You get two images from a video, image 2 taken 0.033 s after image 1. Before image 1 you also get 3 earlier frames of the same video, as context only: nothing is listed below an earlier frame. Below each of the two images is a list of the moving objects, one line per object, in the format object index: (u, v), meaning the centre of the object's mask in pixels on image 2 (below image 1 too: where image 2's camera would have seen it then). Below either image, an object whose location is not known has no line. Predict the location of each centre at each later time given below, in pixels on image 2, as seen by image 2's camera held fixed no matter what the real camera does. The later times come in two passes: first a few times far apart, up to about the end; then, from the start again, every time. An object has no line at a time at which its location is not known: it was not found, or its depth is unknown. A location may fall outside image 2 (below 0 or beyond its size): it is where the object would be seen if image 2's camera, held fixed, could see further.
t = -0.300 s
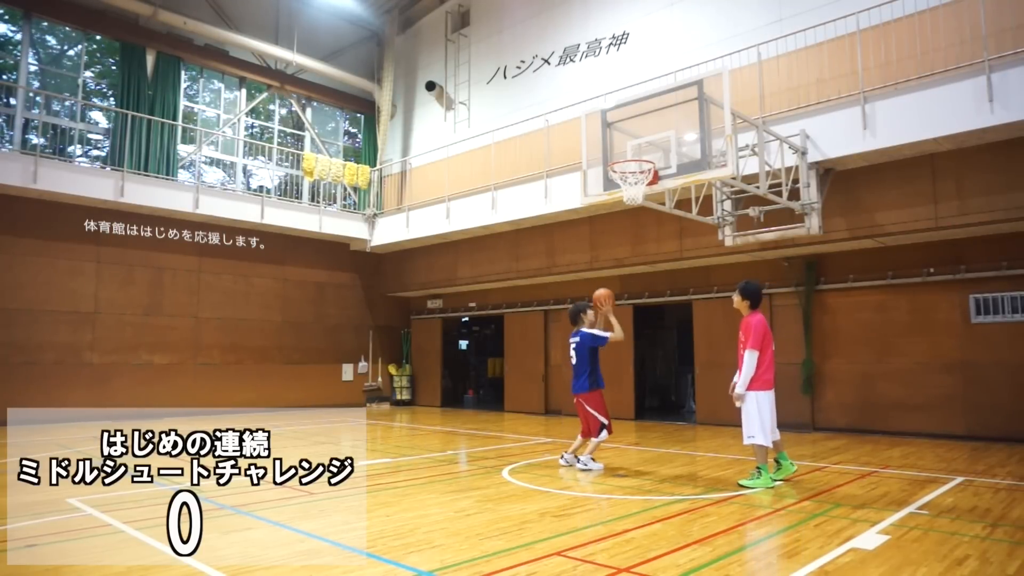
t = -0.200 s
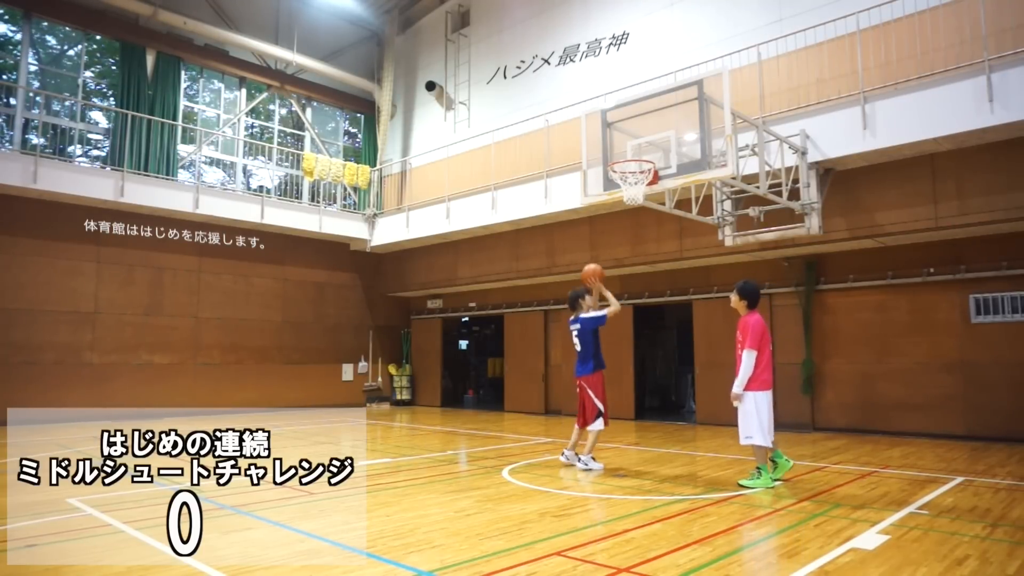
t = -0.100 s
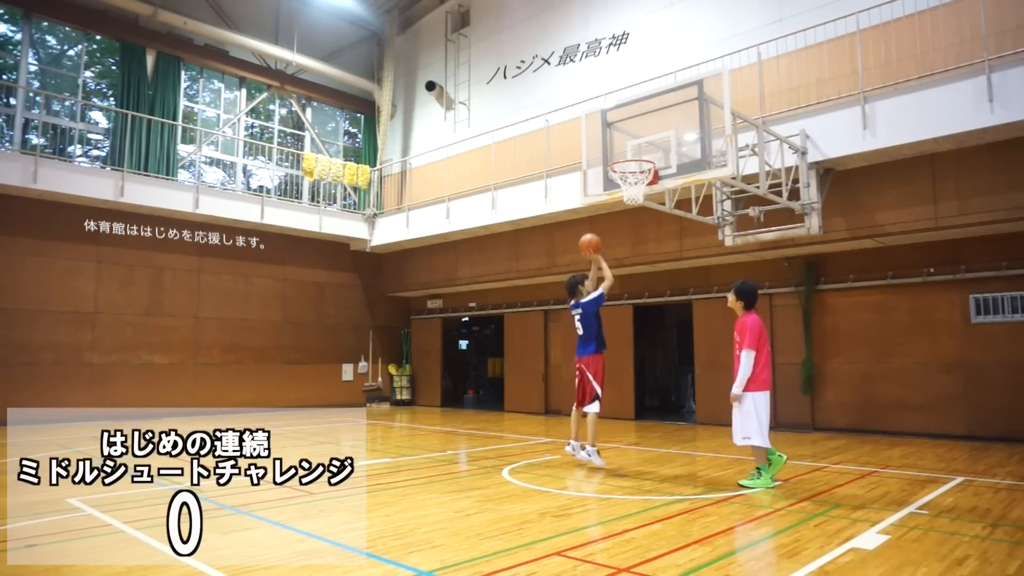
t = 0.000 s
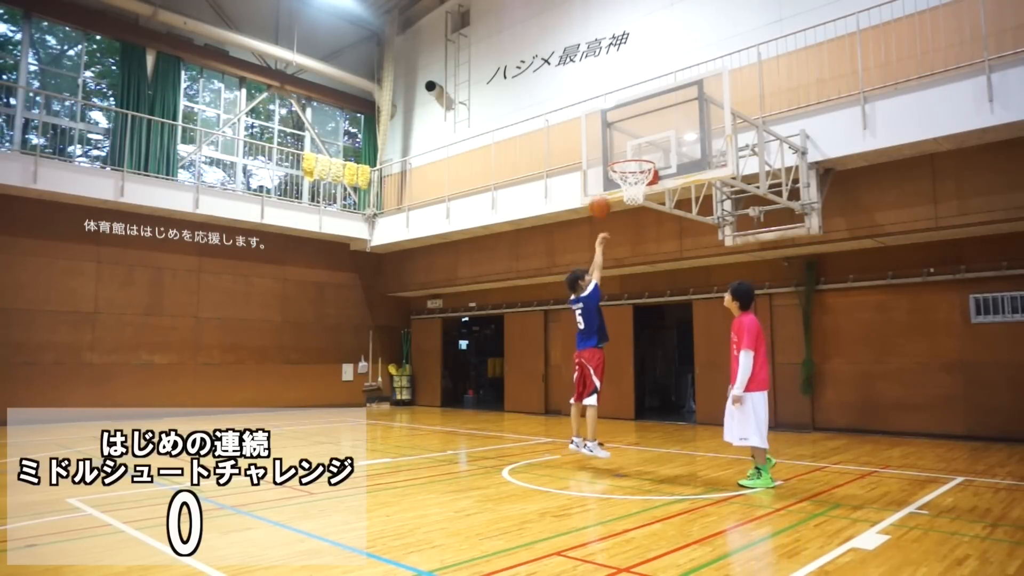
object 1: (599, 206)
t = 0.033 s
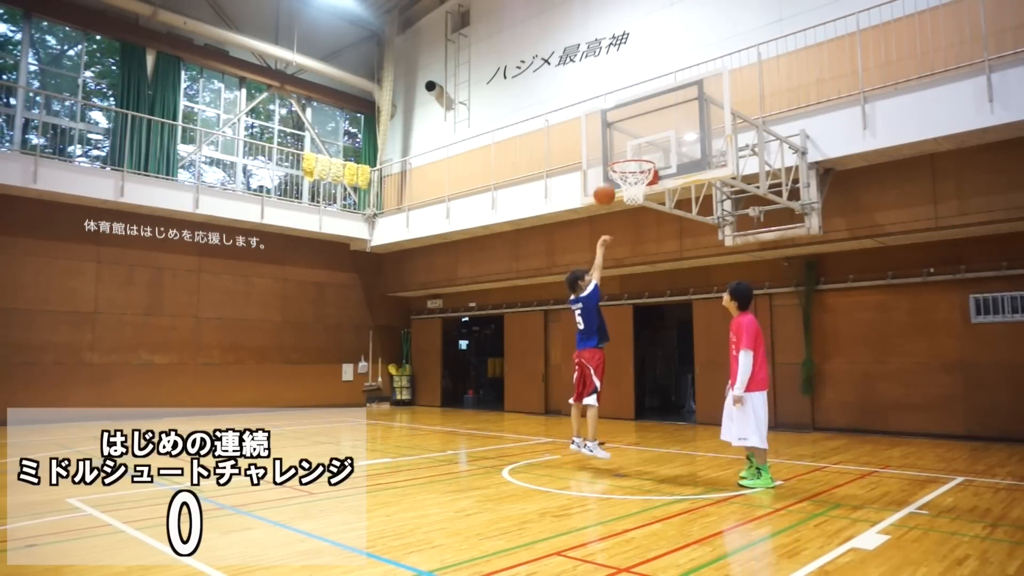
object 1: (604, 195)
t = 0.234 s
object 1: (614, 154)
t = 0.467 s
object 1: (615, 153)
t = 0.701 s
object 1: (630, 171)
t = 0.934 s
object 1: (639, 206)
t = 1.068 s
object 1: (642, 242)
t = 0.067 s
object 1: (608, 185)
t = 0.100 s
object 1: (613, 172)
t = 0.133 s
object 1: (616, 164)
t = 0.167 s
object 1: (615, 162)
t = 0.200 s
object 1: (615, 155)
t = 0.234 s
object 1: (614, 154)
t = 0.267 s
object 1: (614, 153)
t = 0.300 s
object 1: (614, 152)
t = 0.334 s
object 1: (613, 152)
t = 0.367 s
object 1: (612, 153)
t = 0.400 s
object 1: (612, 154)
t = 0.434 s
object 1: (612, 154)
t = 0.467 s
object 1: (615, 153)
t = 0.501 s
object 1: (617, 153)
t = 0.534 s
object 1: (619, 153)
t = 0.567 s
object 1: (621, 154)
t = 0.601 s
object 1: (623, 158)
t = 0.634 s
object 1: (625, 162)
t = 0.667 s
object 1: (628, 167)
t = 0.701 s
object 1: (630, 171)
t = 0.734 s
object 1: (632, 175)
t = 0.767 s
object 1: (634, 183)
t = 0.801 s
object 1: (635, 192)
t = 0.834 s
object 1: (636, 194)
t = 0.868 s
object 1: (637, 197)
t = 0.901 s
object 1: (638, 201)
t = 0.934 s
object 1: (639, 206)
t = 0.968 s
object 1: (640, 212)
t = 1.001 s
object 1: (640, 221)
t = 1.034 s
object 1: (641, 231)
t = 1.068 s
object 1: (642, 242)
